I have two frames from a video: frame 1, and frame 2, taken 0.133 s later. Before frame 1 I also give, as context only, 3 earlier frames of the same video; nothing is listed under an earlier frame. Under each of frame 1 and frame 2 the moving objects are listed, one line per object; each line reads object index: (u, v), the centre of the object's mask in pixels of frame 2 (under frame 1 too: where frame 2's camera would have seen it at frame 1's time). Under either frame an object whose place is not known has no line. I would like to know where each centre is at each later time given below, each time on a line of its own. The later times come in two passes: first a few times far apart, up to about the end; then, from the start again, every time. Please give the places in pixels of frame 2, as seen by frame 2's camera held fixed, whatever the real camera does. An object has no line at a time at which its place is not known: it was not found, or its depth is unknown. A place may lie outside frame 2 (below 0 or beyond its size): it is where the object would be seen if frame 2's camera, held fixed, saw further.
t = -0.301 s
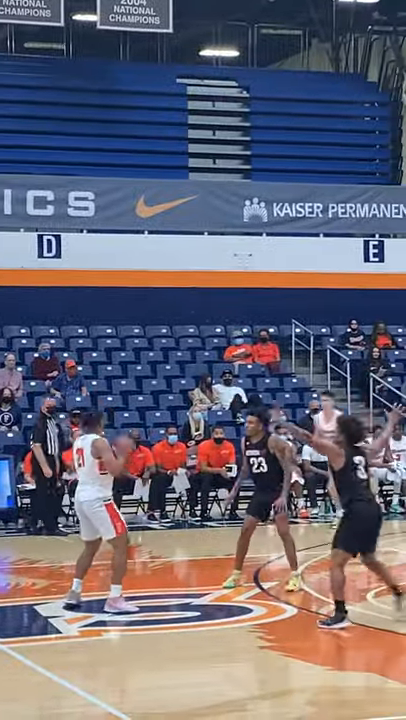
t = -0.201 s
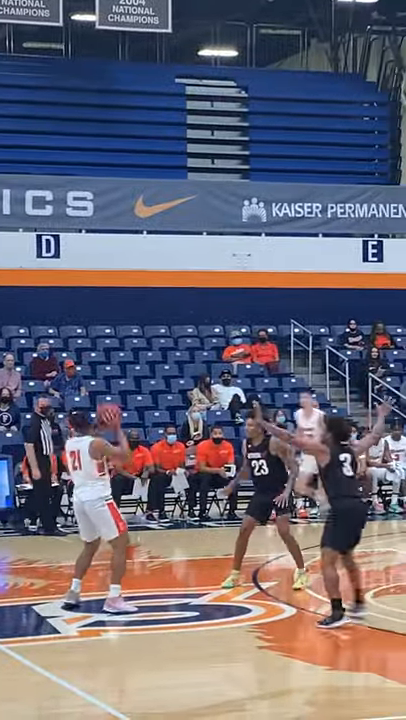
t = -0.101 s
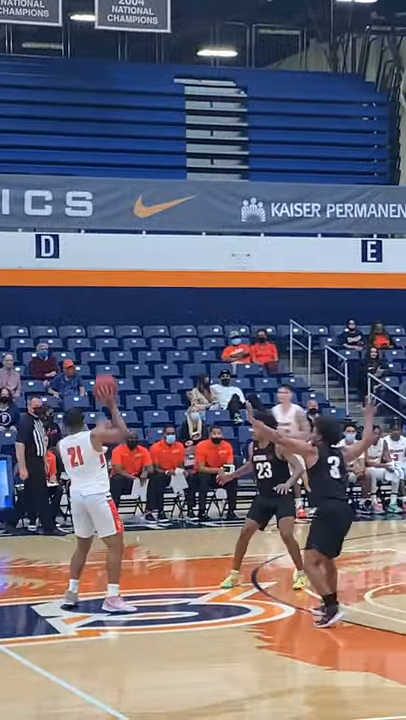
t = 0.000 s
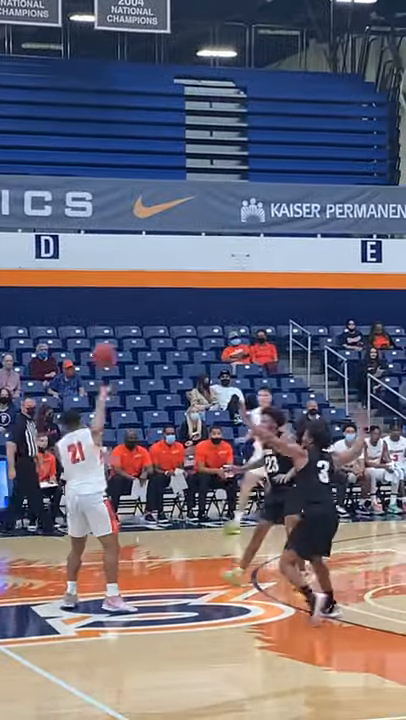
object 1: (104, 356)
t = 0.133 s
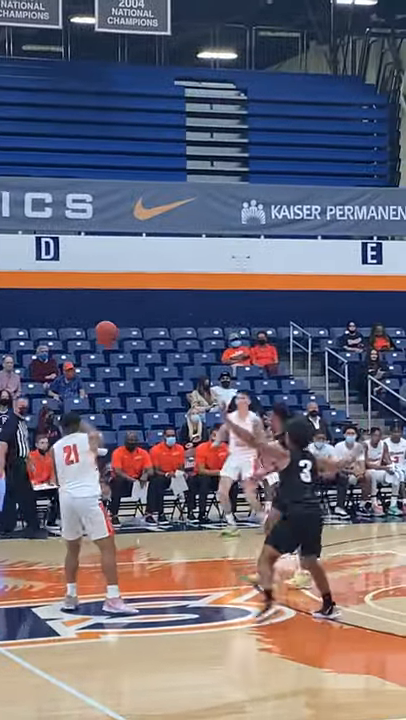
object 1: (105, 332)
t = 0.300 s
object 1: (107, 327)
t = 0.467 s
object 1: (110, 346)
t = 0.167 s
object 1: (106, 329)
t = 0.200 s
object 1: (107, 327)
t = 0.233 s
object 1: (107, 327)
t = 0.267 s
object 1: (107, 327)
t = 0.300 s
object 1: (107, 327)
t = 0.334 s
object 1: (108, 329)
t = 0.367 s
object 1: (108, 331)
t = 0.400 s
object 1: (109, 335)
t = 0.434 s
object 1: (109, 339)
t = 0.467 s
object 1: (110, 346)
